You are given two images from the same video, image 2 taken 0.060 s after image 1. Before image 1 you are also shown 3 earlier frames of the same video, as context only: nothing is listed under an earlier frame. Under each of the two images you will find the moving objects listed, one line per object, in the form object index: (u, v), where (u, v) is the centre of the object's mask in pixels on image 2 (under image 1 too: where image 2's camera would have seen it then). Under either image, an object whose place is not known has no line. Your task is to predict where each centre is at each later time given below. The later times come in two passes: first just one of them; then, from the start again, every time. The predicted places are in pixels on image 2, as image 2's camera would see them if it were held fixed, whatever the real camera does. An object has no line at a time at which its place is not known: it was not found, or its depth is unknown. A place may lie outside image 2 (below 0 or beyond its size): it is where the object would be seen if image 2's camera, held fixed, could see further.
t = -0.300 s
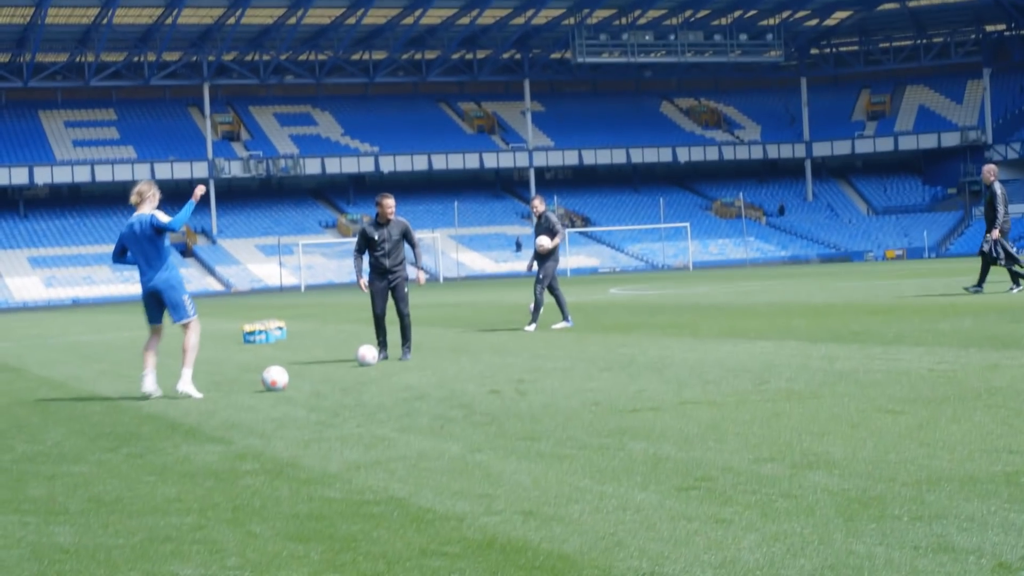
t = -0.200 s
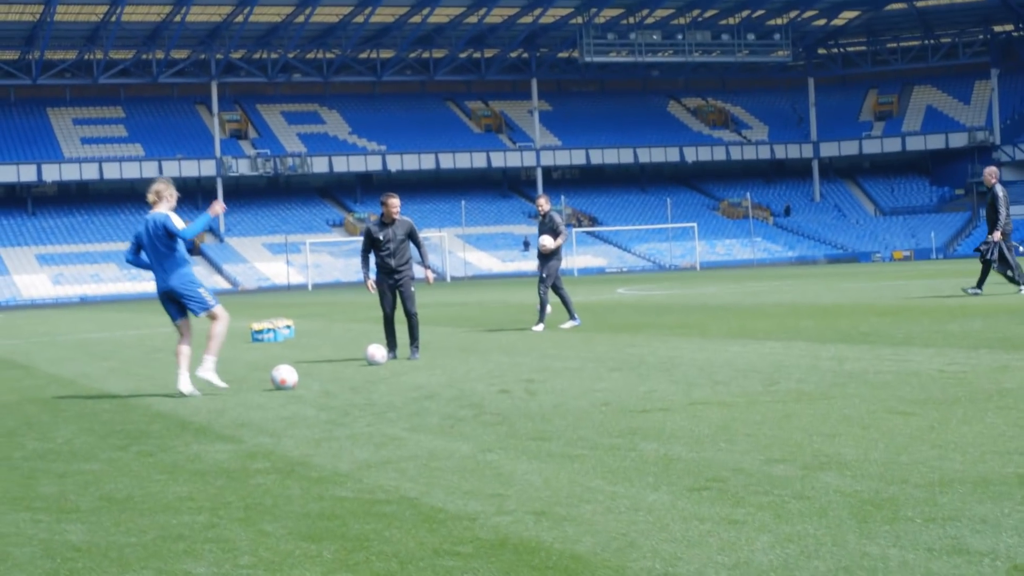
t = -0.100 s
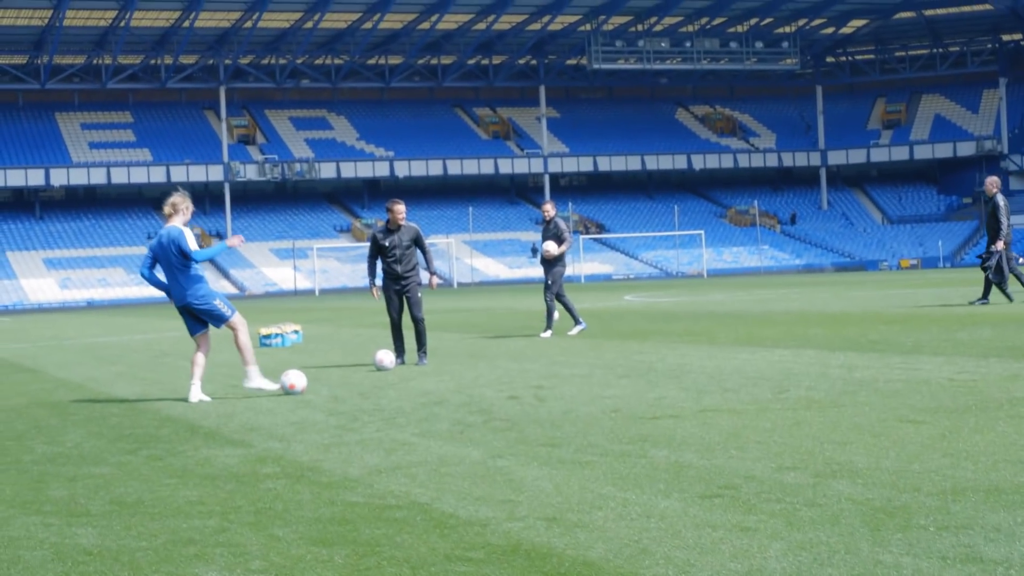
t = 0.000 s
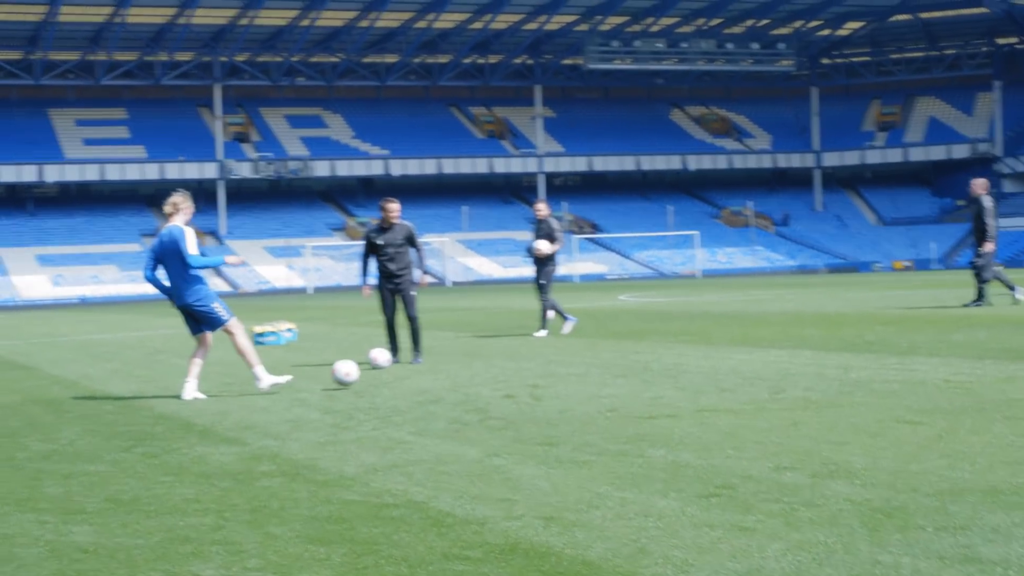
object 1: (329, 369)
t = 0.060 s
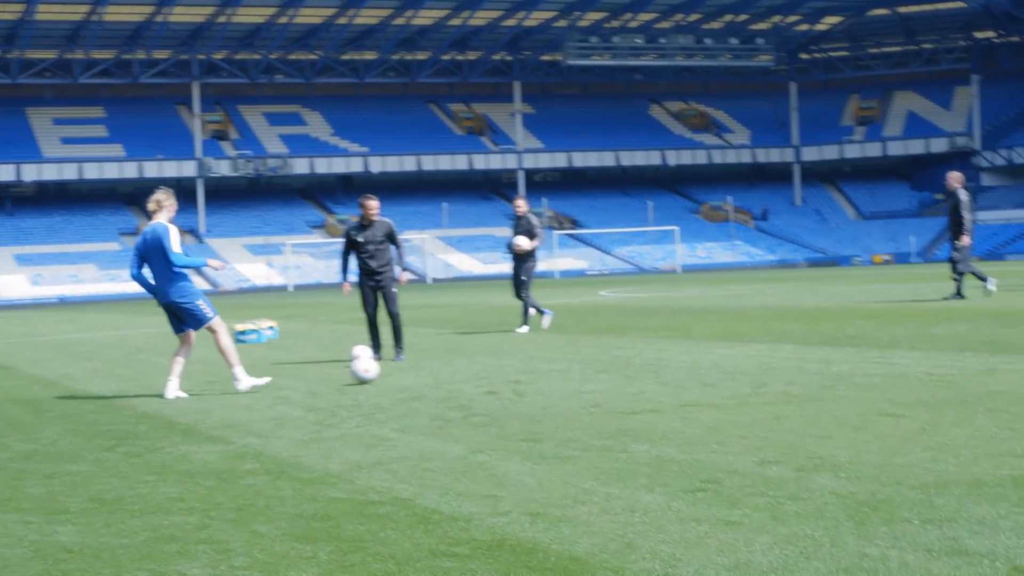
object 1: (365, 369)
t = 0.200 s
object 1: (438, 365)
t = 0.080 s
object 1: (378, 370)
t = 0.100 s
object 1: (389, 370)
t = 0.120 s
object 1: (400, 369)
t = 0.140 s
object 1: (409, 367)
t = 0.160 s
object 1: (419, 366)
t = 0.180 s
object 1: (428, 366)
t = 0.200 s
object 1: (438, 365)
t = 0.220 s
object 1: (447, 365)
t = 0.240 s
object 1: (457, 366)
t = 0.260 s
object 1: (466, 365)
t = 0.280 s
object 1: (473, 364)
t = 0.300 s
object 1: (479, 364)
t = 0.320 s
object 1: (486, 363)
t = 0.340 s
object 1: (493, 363)
